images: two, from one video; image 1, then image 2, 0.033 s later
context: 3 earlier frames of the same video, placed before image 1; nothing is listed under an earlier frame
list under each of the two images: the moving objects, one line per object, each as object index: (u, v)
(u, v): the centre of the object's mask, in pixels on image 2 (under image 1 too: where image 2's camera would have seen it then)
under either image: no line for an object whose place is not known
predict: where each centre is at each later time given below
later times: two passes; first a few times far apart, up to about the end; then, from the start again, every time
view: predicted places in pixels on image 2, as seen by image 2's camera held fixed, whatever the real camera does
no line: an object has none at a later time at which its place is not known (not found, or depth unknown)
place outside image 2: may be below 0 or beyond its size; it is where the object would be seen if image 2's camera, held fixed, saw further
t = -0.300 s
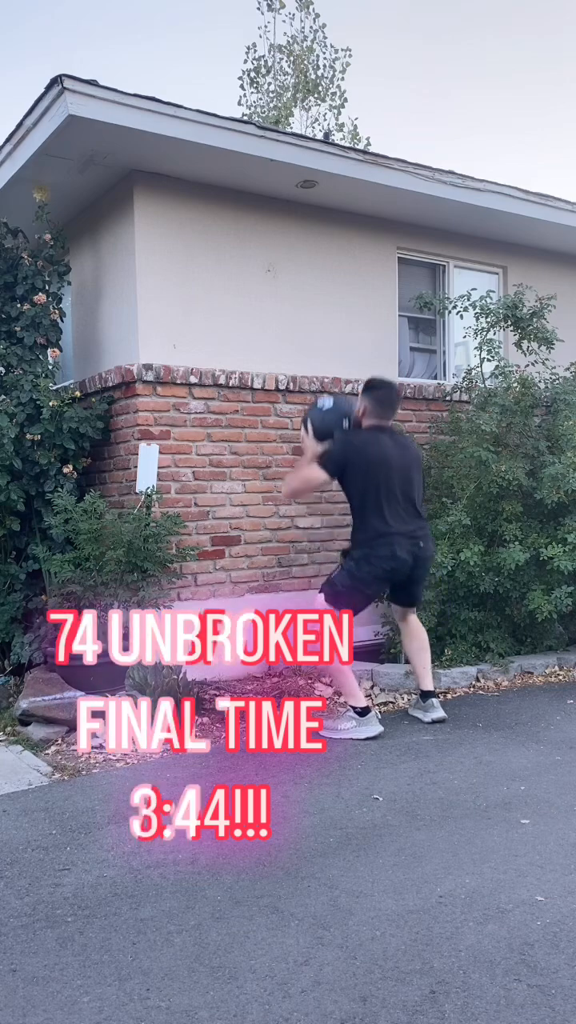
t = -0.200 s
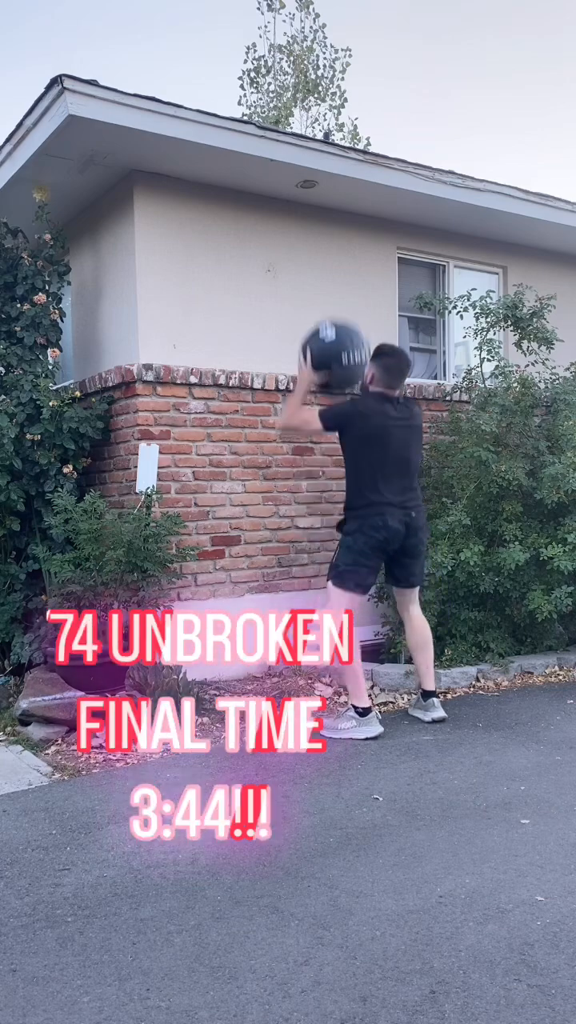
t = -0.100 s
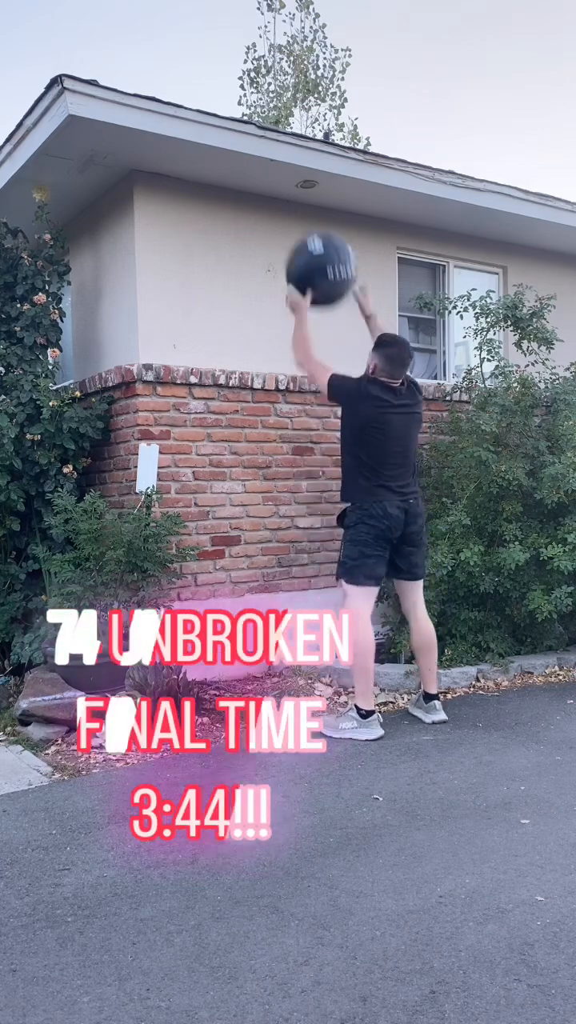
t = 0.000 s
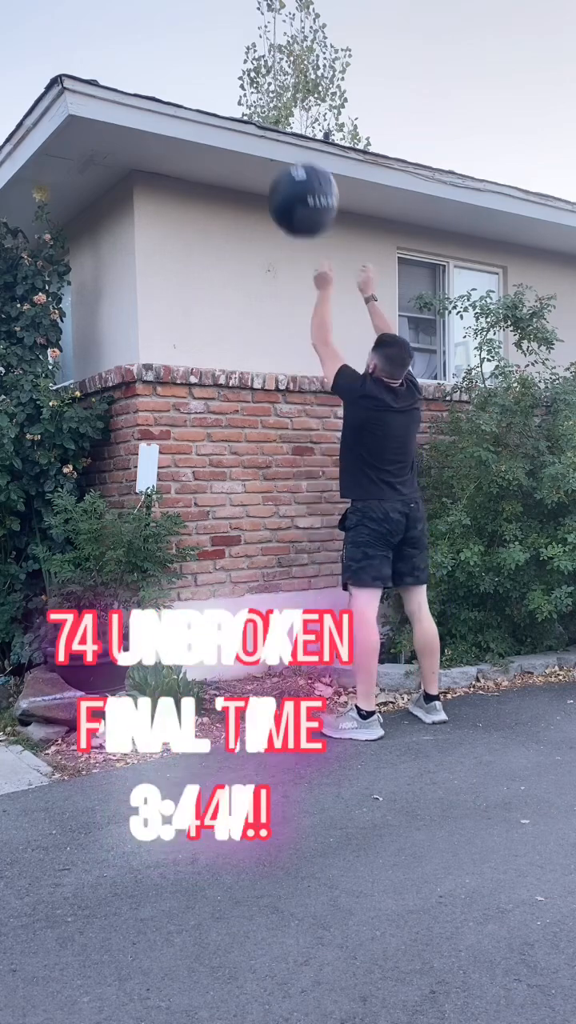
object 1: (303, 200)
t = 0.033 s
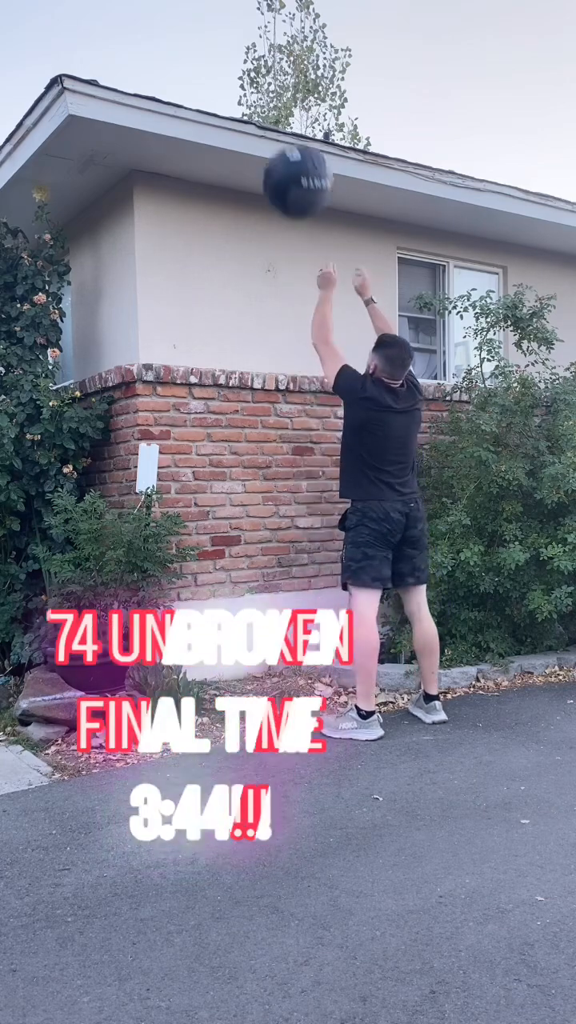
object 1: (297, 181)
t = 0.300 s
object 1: (273, 115)
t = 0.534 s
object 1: (298, 160)
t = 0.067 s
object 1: (291, 165)
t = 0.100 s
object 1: (286, 152)
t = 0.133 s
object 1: (281, 141)
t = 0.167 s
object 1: (276, 132)
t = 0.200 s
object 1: (271, 125)
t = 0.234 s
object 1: (268, 121)
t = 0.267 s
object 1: (269, 118)
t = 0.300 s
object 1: (273, 115)
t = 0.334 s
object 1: (276, 115)
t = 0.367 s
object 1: (279, 117)
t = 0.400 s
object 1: (283, 121)
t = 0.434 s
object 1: (287, 128)
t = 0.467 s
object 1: (291, 136)
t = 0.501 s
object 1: (294, 147)
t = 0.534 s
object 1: (298, 160)
